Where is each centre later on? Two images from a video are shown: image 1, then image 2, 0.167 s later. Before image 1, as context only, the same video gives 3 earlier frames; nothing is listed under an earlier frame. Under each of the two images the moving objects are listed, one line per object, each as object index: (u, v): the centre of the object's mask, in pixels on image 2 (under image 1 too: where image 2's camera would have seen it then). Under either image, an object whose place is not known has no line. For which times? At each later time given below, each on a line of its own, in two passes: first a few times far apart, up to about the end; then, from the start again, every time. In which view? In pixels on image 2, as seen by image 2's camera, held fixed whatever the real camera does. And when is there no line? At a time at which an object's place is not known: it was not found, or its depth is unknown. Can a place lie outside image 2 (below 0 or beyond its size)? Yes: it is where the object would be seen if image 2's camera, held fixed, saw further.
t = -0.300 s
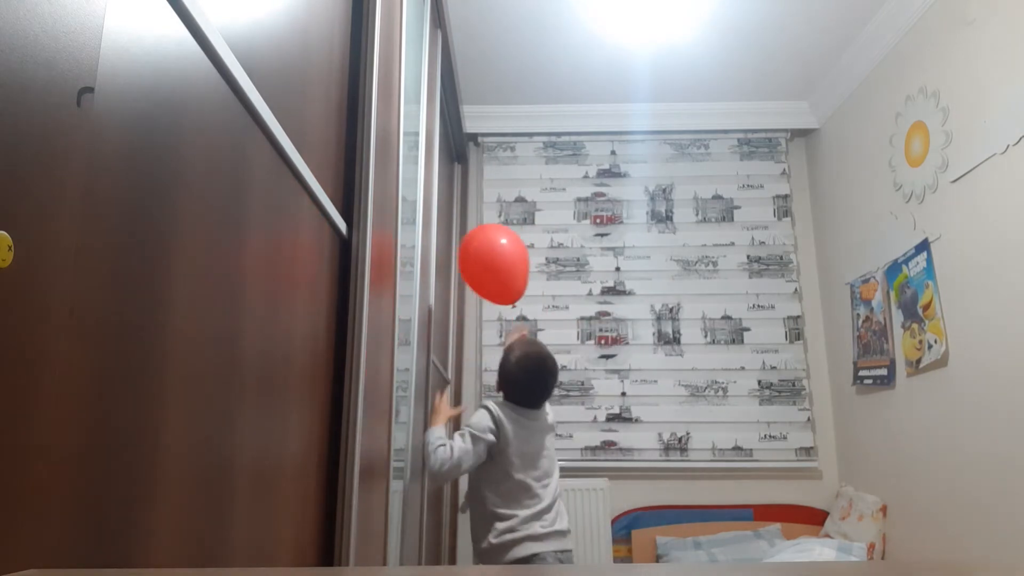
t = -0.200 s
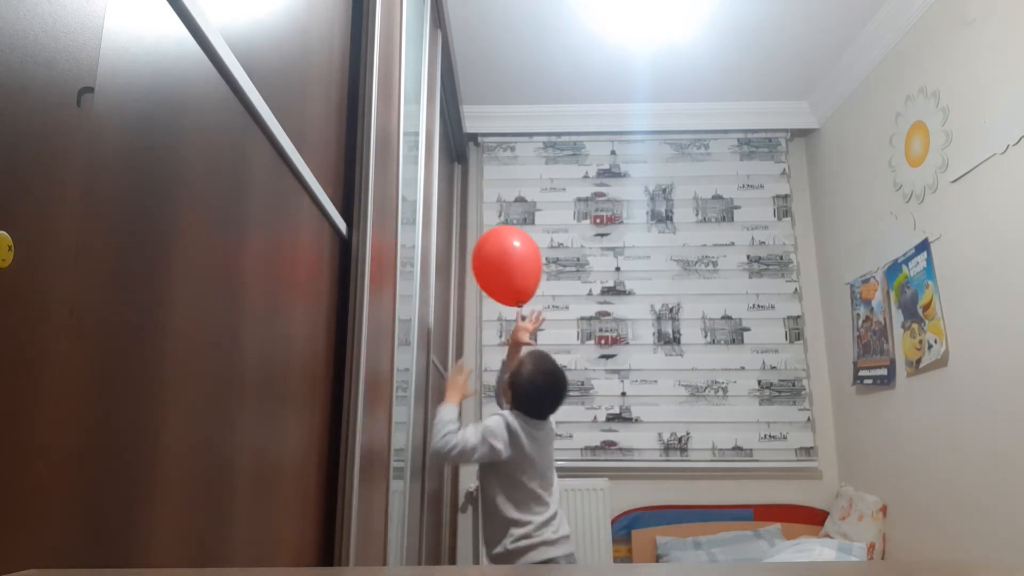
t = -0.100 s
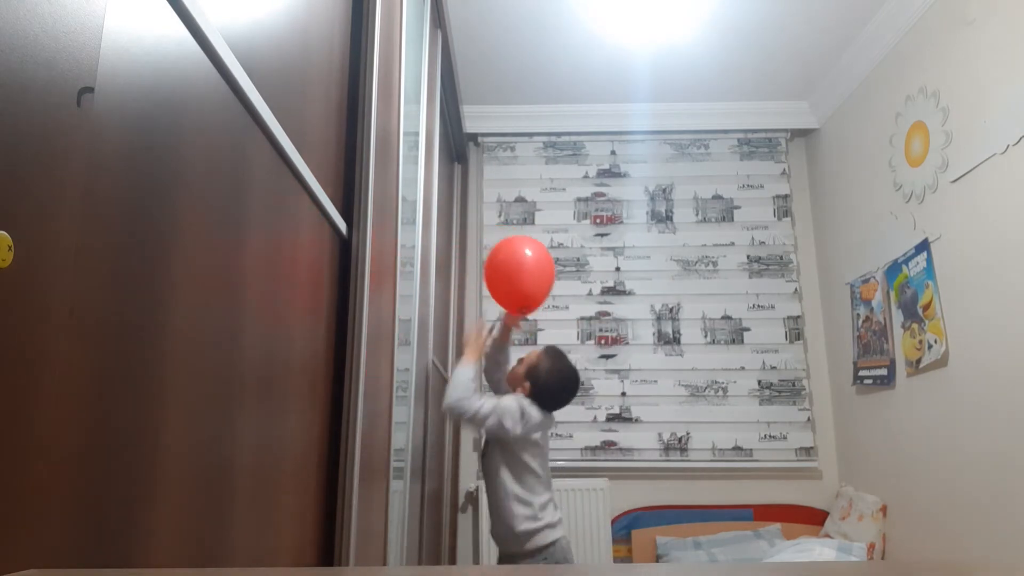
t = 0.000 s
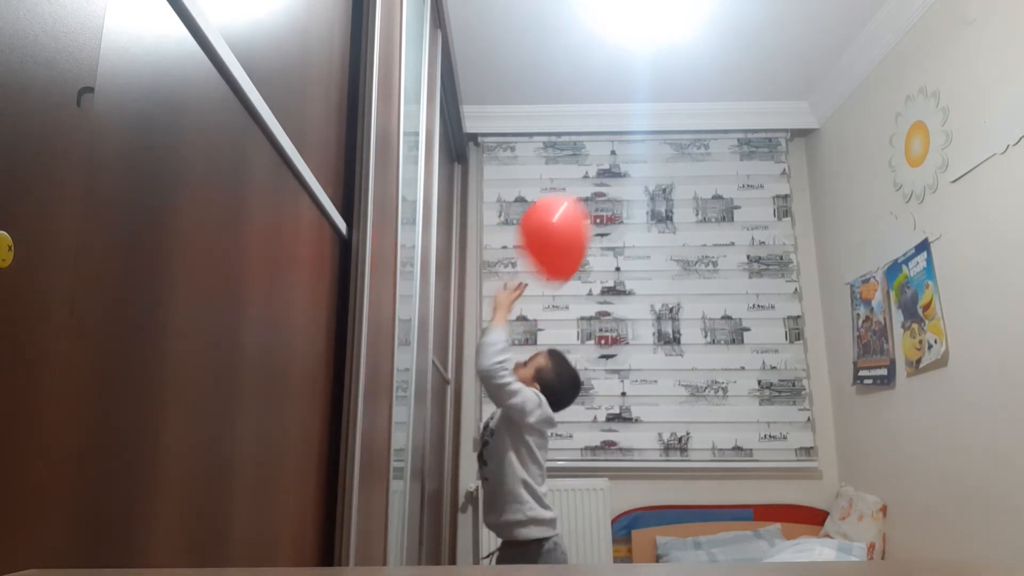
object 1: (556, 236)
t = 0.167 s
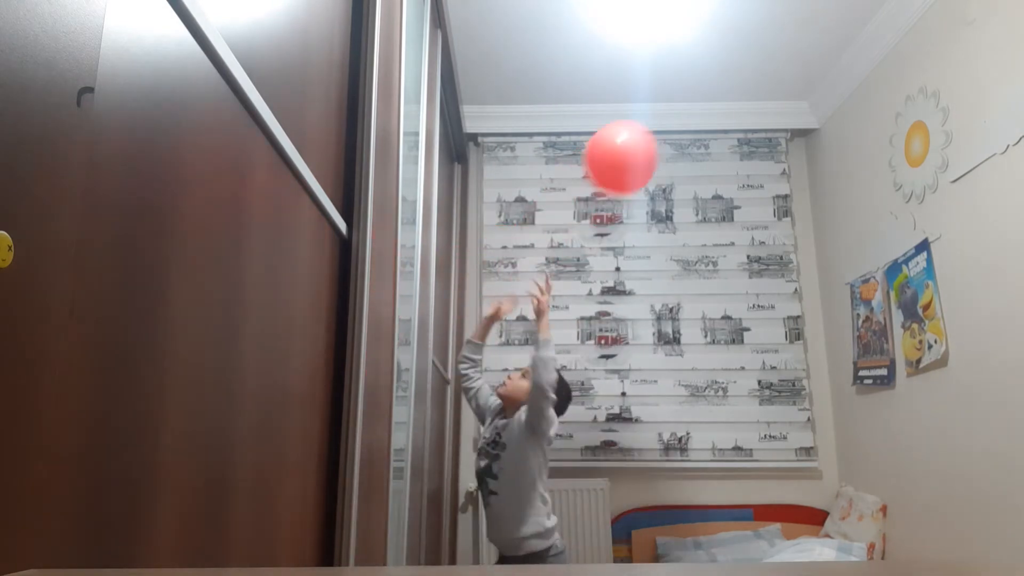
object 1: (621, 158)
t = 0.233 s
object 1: (641, 139)
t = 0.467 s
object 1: (690, 101)
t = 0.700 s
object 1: (731, 103)
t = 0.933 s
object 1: (779, 143)
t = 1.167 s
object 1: (831, 223)
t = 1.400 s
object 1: (878, 327)
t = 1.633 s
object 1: (932, 427)
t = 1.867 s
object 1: (993, 513)
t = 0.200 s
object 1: (632, 148)
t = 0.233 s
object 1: (641, 139)
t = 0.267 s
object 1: (650, 131)
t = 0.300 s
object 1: (658, 123)
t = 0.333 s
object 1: (666, 117)
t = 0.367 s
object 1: (672, 112)
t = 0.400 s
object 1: (678, 107)
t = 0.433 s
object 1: (684, 104)
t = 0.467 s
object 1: (690, 101)
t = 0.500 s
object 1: (695, 99)
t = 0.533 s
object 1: (701, 97)
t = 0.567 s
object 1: (707, 97)
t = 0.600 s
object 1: (712, 97)
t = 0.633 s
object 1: (718, 98)
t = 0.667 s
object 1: (725, 100)
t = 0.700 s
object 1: (731, 103)
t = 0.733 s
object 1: (738, 106)
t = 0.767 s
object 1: (745, 110)
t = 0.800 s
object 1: (752, 114)
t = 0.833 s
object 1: (758, 120)
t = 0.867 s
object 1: (765, 126)
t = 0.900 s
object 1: (772, 134)
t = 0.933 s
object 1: (779, 143)
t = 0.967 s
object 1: (787, 153)
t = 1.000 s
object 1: (794, 162)
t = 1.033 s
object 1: (801, 173)
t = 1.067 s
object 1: (808, 184)
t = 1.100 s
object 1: (816, 196)
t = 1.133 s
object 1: (823, 209)
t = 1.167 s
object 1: (831, 223)
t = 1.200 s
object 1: (838, 236)
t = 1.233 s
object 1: (845, 251)
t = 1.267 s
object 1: (851, 266)
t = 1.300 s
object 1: (859, 281)
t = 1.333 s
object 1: (866, 296)
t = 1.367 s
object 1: (872, 311)
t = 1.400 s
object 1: (878, 327)
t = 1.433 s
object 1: (885, 342)
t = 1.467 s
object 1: (893, 357)
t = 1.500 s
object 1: (900, 372)
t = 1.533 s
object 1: (907, 386)
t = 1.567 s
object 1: (916, 401)
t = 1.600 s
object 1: (924, 414)
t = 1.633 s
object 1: (932, 427)
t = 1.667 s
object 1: (942, 440)
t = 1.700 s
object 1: (951, 453)
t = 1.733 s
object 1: (961, 465)
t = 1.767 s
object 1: (972, 478)
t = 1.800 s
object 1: (981, 491)
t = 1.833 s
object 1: (988, 504)
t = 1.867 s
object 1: (993, 513)
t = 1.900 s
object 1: (996, 521)
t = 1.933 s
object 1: (1001, 530)
